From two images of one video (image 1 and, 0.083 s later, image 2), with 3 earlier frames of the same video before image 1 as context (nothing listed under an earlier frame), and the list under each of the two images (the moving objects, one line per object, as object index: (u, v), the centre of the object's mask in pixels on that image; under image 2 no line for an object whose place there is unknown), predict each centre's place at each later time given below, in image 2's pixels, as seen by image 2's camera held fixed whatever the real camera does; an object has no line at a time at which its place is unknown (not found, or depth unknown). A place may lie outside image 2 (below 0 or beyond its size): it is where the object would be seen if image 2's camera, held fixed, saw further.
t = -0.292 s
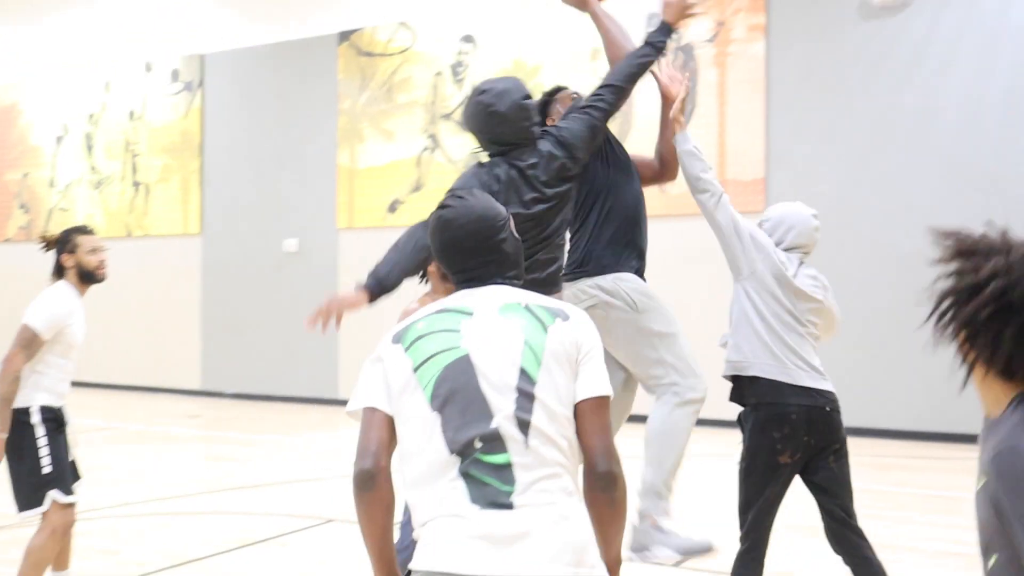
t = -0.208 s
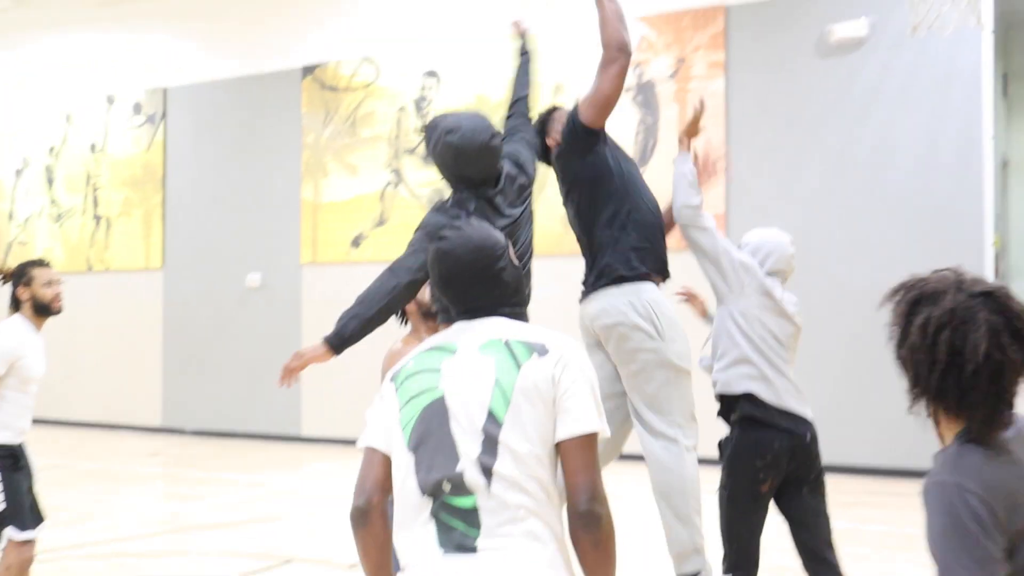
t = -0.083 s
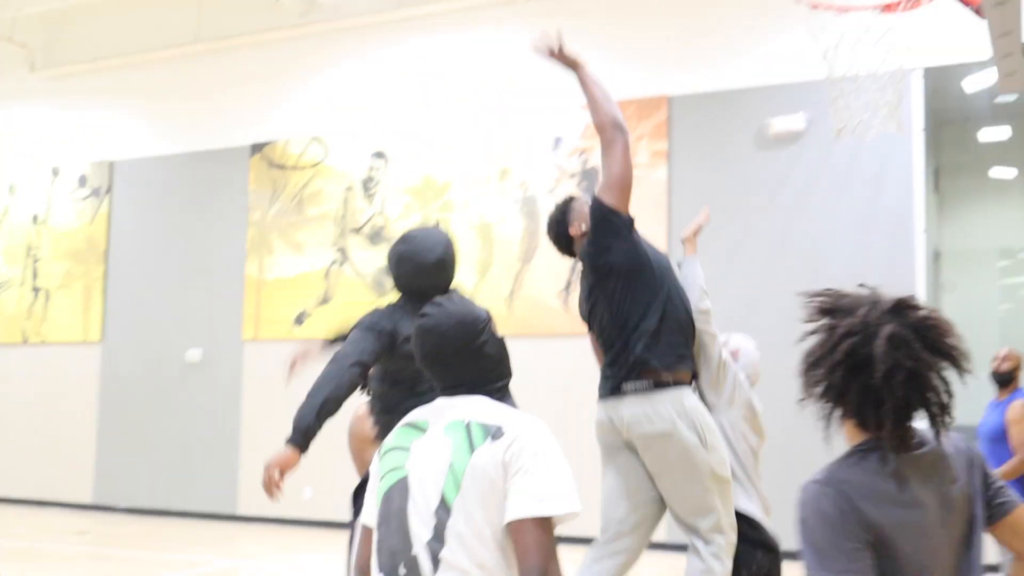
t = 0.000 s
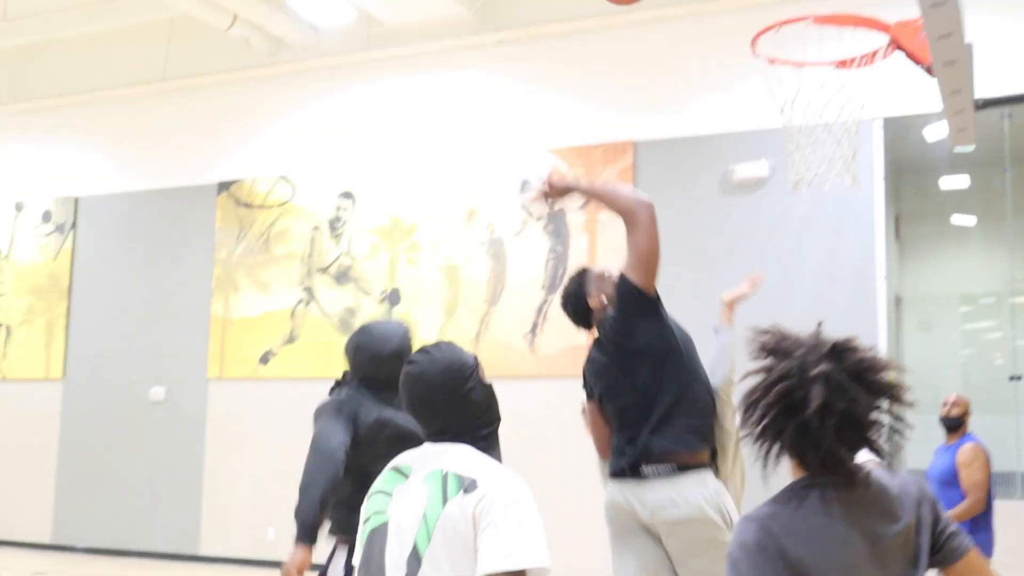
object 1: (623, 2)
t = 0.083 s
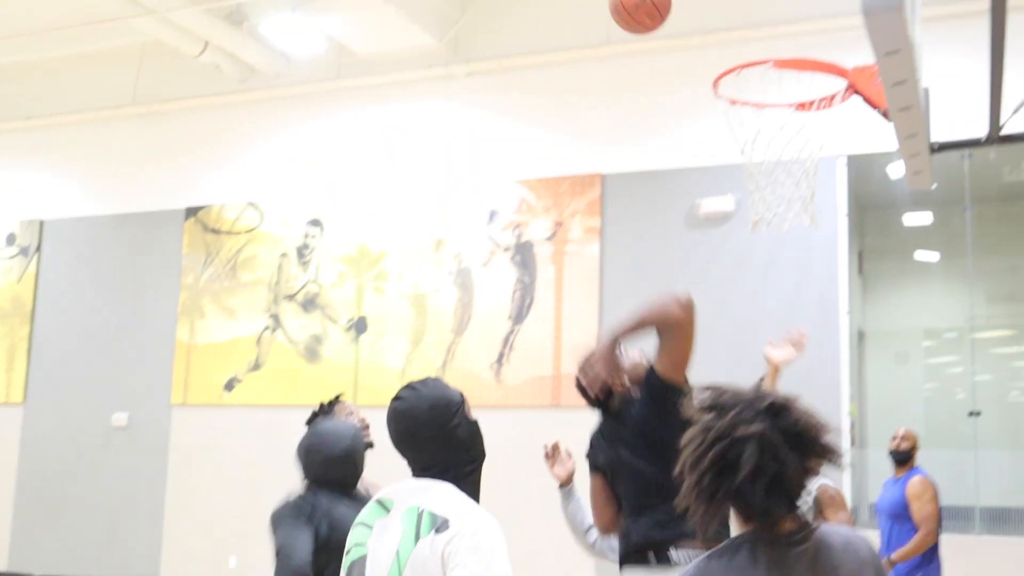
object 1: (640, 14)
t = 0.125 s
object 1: (660, 7)
